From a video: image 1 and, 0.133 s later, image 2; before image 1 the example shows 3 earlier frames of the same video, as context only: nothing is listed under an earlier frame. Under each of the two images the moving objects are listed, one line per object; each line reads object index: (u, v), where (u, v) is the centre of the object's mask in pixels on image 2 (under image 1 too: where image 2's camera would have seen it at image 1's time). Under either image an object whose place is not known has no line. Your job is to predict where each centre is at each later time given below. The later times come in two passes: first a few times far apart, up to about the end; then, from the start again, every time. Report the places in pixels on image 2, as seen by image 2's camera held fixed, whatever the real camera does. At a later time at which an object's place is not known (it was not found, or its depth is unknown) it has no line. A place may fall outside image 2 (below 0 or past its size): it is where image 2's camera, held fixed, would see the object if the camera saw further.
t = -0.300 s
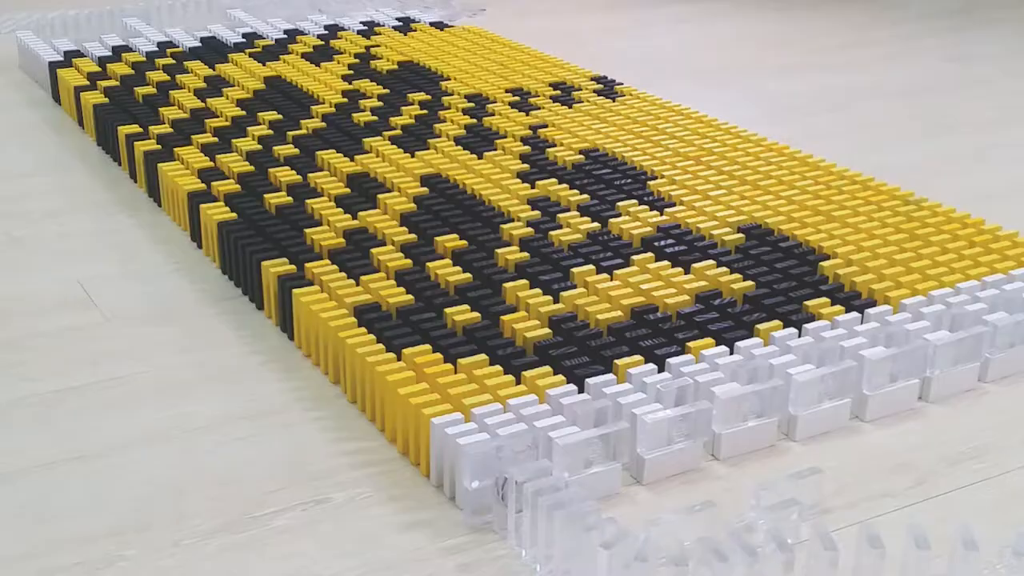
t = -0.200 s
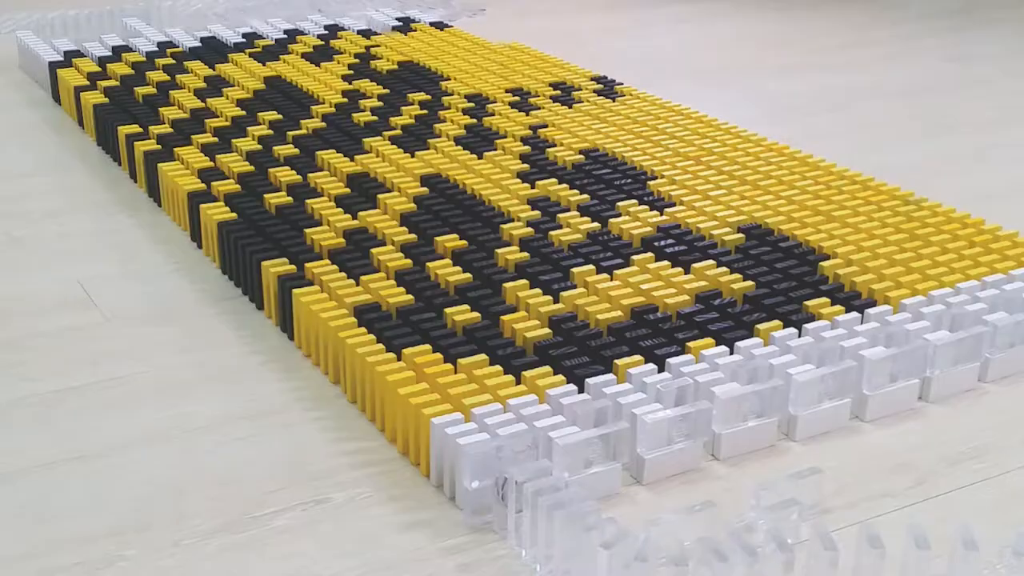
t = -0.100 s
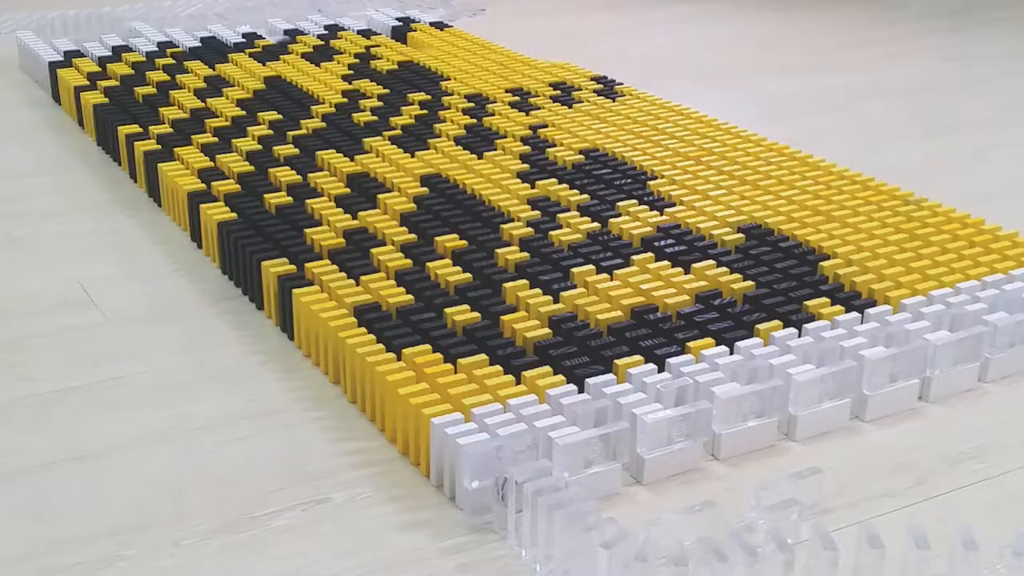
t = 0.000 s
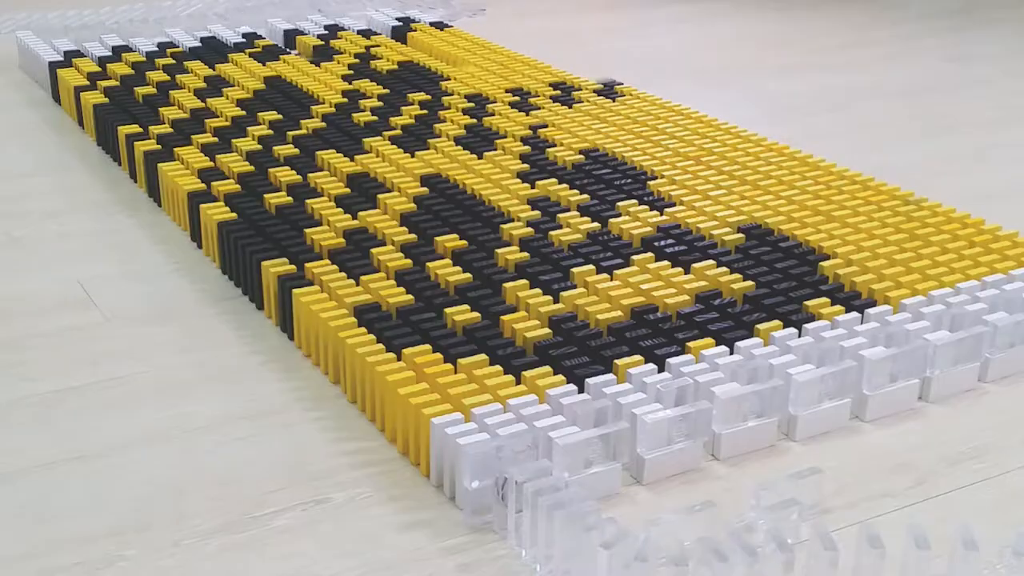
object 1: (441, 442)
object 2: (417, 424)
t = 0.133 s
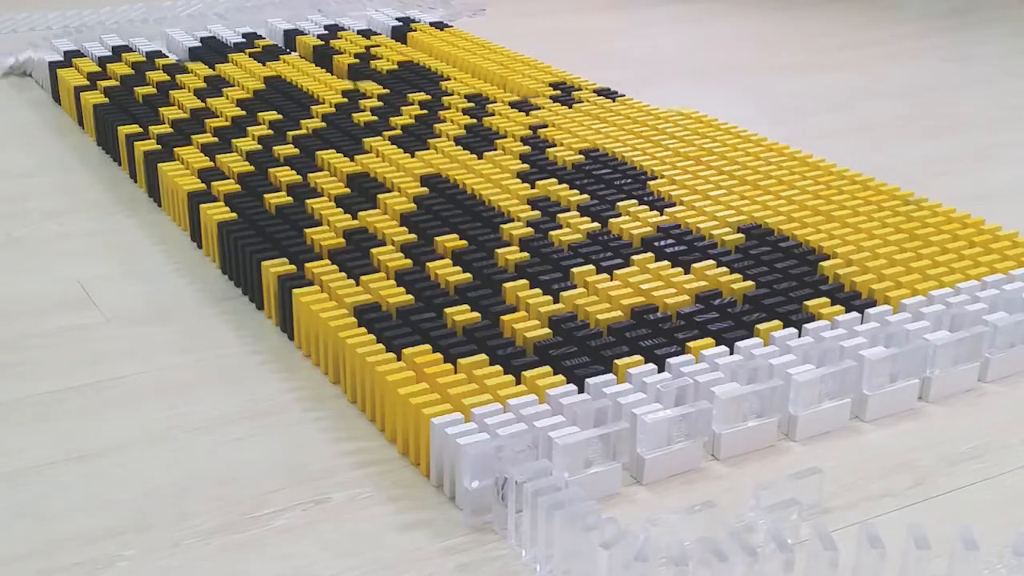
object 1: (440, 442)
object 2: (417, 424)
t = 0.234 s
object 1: (441, 442)
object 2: (417, 424)
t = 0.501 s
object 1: (441, 442)
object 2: (417, 424)
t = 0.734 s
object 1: (441, 443)
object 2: (417, 423)
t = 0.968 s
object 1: (441, 443)
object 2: (417, 423)
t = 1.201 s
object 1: (447, 467)
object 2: (424, 454)
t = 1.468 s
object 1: (455, 472)
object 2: (423, 453)
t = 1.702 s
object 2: (422, 453)
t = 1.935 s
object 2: (420, 453)
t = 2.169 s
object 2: (421, 453)
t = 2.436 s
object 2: (422, 452)
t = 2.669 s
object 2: (423, 452)
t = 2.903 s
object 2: (425, 452)
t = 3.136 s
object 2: (425, 452)
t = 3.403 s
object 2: (425, 452)
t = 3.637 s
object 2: (425, 452)
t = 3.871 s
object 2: (425, 452)
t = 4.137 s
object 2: (425, 452)
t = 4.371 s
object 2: (423, 452)
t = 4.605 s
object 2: (425, 451)
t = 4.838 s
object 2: (425, 451)
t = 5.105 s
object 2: (425, 451)
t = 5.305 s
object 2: (426, 451)
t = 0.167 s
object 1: (440, 443)
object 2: (417, 424)
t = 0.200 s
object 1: (440, 442)
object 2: (417, 424)
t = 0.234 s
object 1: (441, 442)
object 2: (417, 424)
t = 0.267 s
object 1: (440, 442)
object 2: (417, 424)
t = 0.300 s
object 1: (441, 442)
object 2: (417, 424)
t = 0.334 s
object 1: (441, 442)
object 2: (417, 424)
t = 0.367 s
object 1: (440, 443)
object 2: (417, 424)
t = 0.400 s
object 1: (440, 443)
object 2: (417, 424)
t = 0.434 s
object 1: (440, 443)
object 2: (417, 424)
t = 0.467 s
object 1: (441, 443)
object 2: (417, 424)
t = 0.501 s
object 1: (441, 442)
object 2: (417, 424)
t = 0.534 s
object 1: (441, 443)
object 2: (417, 424)
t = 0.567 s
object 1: (440, 443)
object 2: (417, 424)
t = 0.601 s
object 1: (441, 443)
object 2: (417, 424)
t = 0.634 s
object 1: (441, 443)
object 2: (417, 424)
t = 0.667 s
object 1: (441, 443)
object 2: (417, 423)
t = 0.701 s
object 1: (441, 443)
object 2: (417, 423)
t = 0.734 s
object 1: (441, 443)
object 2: (417, 423)
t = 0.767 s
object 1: (441, 443)
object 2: (417, 423)
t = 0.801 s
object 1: (441, 443)
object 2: (417, 423)
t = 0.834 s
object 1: (441, 443)
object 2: (417, 423)
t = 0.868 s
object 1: (441, 443)
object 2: (417, 424)
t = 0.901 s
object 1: (441, 443)
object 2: (417, 423)
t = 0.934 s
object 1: (441, 443)
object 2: (417, 423)
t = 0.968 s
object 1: (441, 443)
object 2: (417, 423)
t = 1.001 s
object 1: (441, 443)
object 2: (417, 423)
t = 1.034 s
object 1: (441, 443)
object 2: (417, 423)
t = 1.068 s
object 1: (441, 443)
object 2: (416, 434)
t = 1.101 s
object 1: (441, 445)
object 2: (418, 445)
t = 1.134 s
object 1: (439, 464)
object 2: (421, 452)
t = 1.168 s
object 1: (445, 465)
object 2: (426, 448)
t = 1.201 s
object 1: (447, 467)
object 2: (424, 454)
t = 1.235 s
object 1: (449, 469)
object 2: (425, 454)
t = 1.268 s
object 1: (450, 472)
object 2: (424, 455)
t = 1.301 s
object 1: (458, 473)
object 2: (424, 454)
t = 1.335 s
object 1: (457, 473)
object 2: (422, 454)
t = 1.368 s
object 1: (456, 472)
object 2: (419, 454)
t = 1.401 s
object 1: (455, 472)
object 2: (423, 453)
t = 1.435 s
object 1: (455, 472)
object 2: (423, 453)
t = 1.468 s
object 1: (455, 472)
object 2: (423, 453)
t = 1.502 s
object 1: (455, 472)
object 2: (424, 453)
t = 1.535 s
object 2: (424, 453)
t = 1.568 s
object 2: (424, 453)
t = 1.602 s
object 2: (424, 452)
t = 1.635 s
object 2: (425, 452)
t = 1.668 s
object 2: (425, 452)
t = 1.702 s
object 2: (422, 453)
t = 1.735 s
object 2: (421, 453)
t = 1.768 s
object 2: (420, 453)
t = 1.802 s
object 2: (420, 453)
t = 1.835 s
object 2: (421, 453)
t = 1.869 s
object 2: (420, 453)
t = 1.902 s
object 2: (422, 453)
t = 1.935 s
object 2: (420, 453)
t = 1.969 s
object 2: (422, 453)
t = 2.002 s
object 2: (421, 453)
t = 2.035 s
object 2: (421, 453)
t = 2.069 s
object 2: (421, 453)
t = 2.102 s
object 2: (421, 453)
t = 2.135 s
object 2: (421, 453)
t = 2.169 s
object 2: (421, 453)
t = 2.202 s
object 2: (421, 453)
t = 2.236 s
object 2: (421, 453)
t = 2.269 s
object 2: (421, 453)
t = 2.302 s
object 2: (421, 453)
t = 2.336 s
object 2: (422, 453)
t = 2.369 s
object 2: (422, 453)
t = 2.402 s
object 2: (422, 453)
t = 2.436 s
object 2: (422, 452)
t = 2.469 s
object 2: (422, 452)
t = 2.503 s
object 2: (422, 452)
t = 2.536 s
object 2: (422, 452)
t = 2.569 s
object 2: (423, 452)
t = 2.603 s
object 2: (422, 453)
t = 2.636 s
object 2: (423, 452)
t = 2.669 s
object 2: (423, 452)
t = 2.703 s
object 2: (423, 452)
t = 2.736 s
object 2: (423, 452)
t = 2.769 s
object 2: (423, 452)
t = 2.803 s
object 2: (425, 452)
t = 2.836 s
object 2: (425, 452)
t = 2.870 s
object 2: (425, 452)
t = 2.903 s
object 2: (425, 452)
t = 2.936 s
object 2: (425, 452)
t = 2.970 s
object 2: (425, 452)
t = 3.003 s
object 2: (425, 452)
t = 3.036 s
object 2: (425, 452)
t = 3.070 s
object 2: (425, 452)
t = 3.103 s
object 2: (425, 452)
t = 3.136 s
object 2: (425, 452)
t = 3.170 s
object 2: (425, 452)
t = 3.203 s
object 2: (425, 452)
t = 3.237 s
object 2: (425, 452)
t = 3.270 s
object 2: (425, 452)
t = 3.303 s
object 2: (425, 452)
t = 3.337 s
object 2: (425, 452)
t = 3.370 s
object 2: (425, 452)
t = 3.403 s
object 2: (425, 452)
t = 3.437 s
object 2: (425, 452)
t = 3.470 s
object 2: (425, 452)
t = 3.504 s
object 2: (425, 452)
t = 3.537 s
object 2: (425, 452)
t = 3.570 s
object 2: (425, 452)
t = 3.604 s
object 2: (425, 452)
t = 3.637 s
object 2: (425, 452)
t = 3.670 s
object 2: (425, 452)
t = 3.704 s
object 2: (425, 452)
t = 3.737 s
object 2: (425, 452)
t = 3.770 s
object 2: (425, 452)
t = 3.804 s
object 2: (424, 452)
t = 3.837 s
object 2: (424, 452)
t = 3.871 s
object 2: (425, 452)
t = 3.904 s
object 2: (425, 452)
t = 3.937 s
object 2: (425, 452)
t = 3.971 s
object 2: (425, 452)
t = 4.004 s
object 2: (425, 452)
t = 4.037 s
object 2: (425, 452)
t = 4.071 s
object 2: (425, 452)
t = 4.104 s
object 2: (425, 452)
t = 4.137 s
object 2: (425, 452)
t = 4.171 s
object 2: (424, 452)
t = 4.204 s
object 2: (425, 452)
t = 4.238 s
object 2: (424, 452)
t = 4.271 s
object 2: (425, 452)
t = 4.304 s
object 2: (424, 452)
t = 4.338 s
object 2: (424, 452)
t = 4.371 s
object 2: (423, 452)
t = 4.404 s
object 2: (424, 452)
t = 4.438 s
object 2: (425, 451)
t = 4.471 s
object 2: (424, 452)
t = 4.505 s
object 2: (424, 452)
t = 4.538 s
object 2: (423, 452)
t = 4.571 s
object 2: (424, 452)
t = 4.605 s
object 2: (425, 451)
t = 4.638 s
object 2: (424, 452)
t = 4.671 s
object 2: (424, 452)
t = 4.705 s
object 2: (425, 451)
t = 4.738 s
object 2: (425, 451)
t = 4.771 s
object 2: (425, 451)
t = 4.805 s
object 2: (425, 451)
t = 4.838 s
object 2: (425, 451)
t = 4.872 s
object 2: (425, 451)
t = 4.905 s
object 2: (425, 451)
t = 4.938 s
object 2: (425, 451)
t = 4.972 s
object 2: (425, 451)
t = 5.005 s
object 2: (425, 451)
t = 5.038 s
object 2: (425, 451)
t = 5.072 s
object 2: (425, 451)
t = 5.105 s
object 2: (425, 451)
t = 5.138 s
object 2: (425, 451)
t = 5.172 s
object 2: (425, 451)
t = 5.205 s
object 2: (425, 451)
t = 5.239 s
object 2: (425, 451)
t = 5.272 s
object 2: (425, 451)
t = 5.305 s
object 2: (426, 451)
